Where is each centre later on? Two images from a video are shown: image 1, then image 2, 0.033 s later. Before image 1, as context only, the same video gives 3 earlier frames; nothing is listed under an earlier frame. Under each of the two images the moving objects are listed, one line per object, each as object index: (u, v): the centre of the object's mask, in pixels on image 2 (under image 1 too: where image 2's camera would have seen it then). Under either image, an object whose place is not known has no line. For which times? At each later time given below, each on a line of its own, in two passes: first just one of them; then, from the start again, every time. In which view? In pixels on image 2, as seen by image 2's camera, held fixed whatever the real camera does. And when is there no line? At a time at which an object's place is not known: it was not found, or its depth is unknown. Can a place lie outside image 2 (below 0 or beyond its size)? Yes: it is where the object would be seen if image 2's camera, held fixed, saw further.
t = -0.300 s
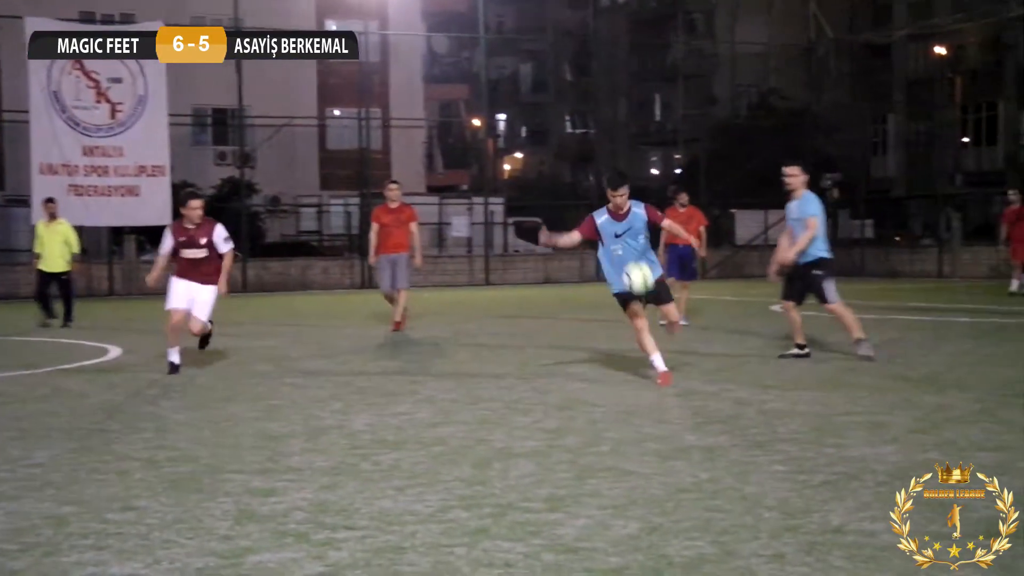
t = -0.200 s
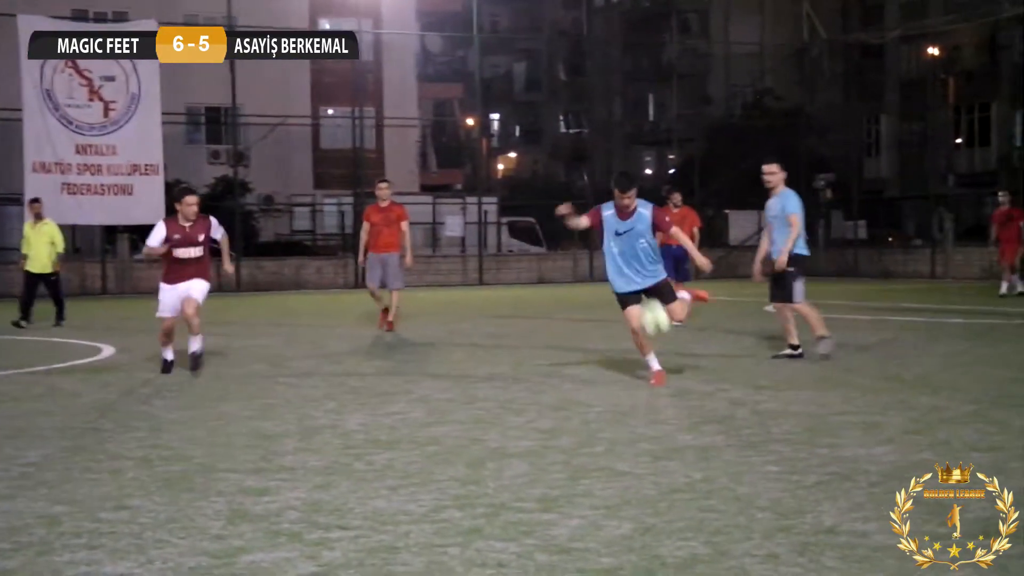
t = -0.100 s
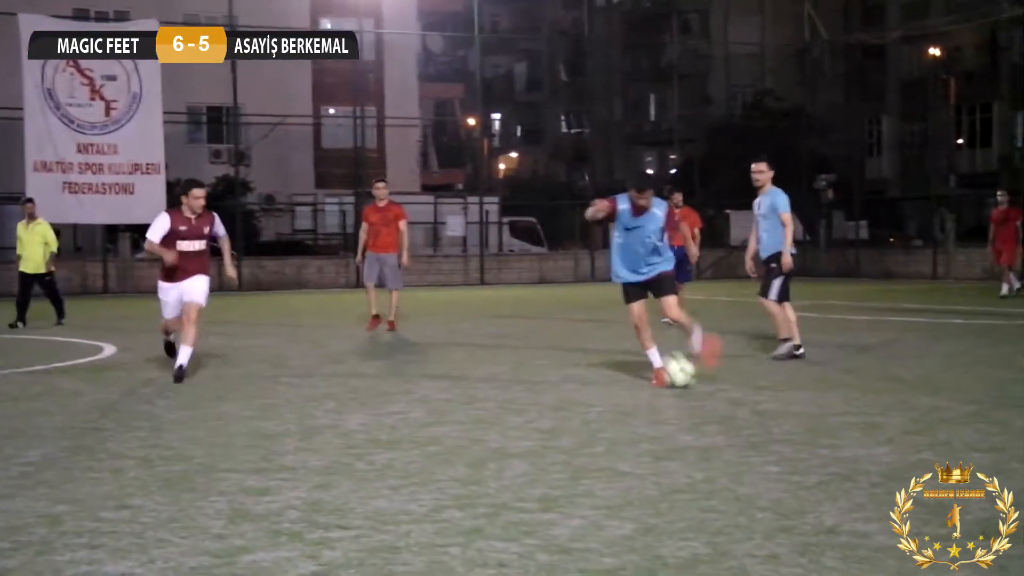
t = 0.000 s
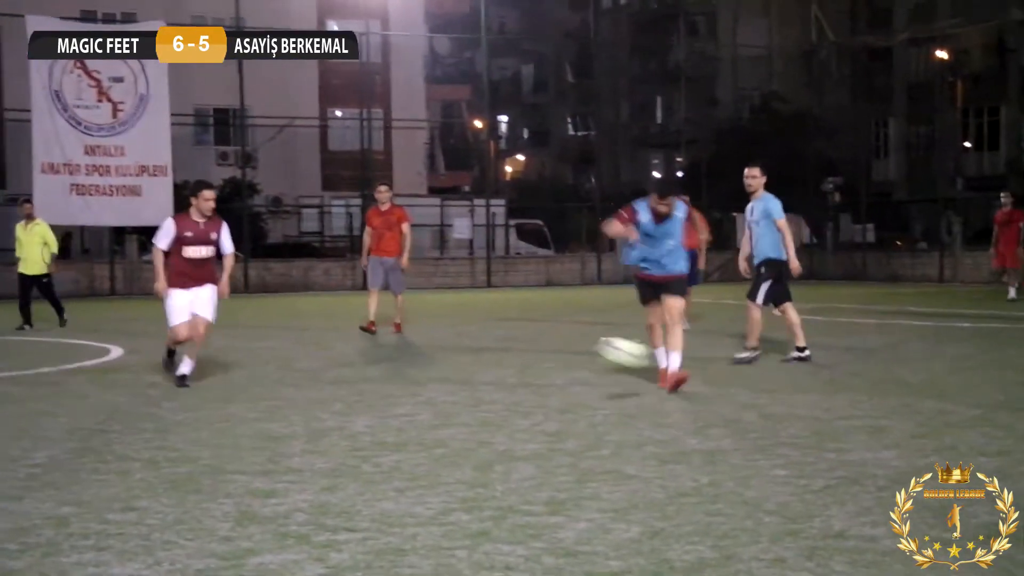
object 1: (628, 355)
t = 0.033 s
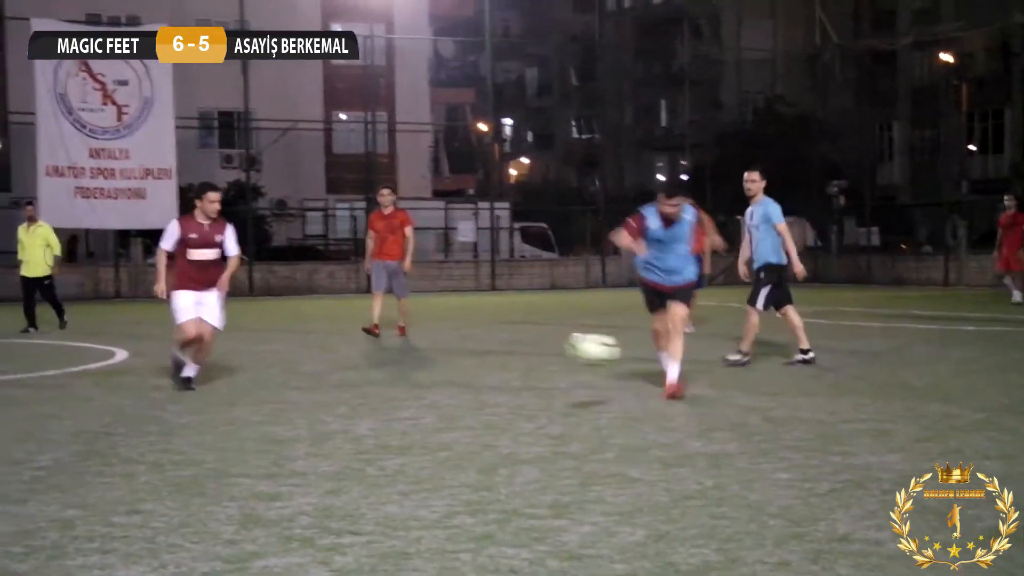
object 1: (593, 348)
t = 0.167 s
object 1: (429, 330)
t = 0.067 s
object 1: (555, 343)
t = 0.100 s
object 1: (515, 337)
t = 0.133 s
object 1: (472, 334)
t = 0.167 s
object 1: (429, 330)
